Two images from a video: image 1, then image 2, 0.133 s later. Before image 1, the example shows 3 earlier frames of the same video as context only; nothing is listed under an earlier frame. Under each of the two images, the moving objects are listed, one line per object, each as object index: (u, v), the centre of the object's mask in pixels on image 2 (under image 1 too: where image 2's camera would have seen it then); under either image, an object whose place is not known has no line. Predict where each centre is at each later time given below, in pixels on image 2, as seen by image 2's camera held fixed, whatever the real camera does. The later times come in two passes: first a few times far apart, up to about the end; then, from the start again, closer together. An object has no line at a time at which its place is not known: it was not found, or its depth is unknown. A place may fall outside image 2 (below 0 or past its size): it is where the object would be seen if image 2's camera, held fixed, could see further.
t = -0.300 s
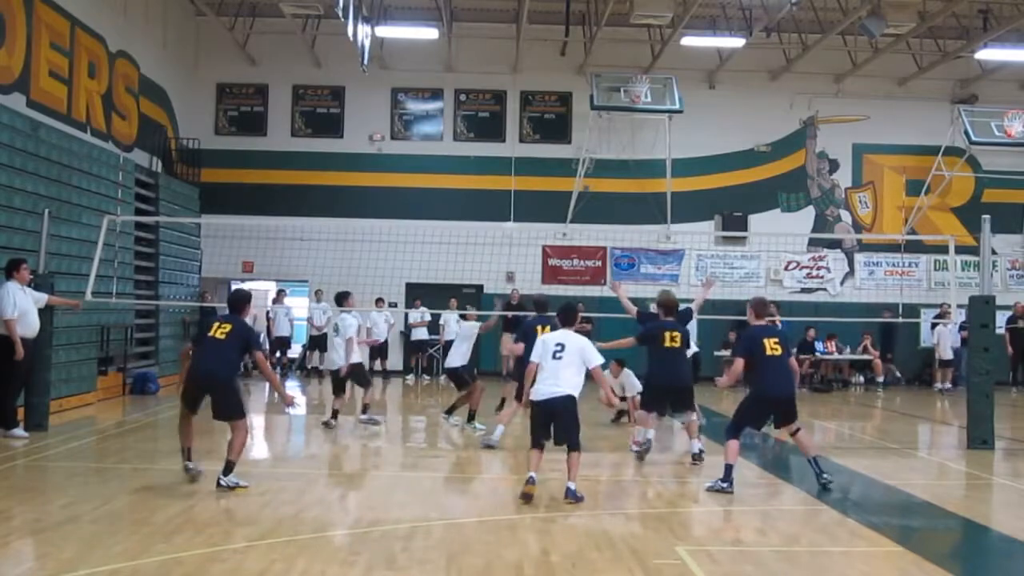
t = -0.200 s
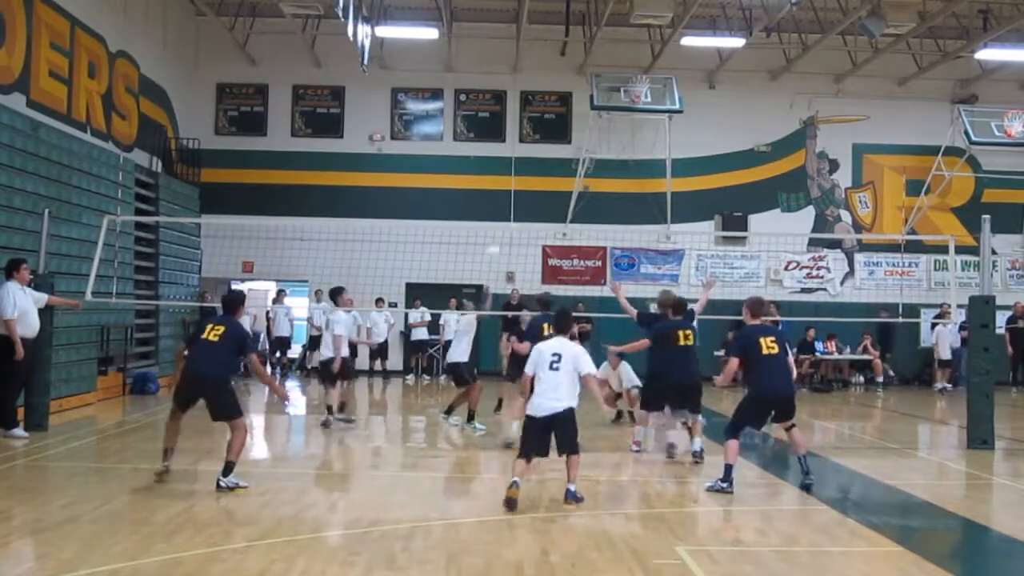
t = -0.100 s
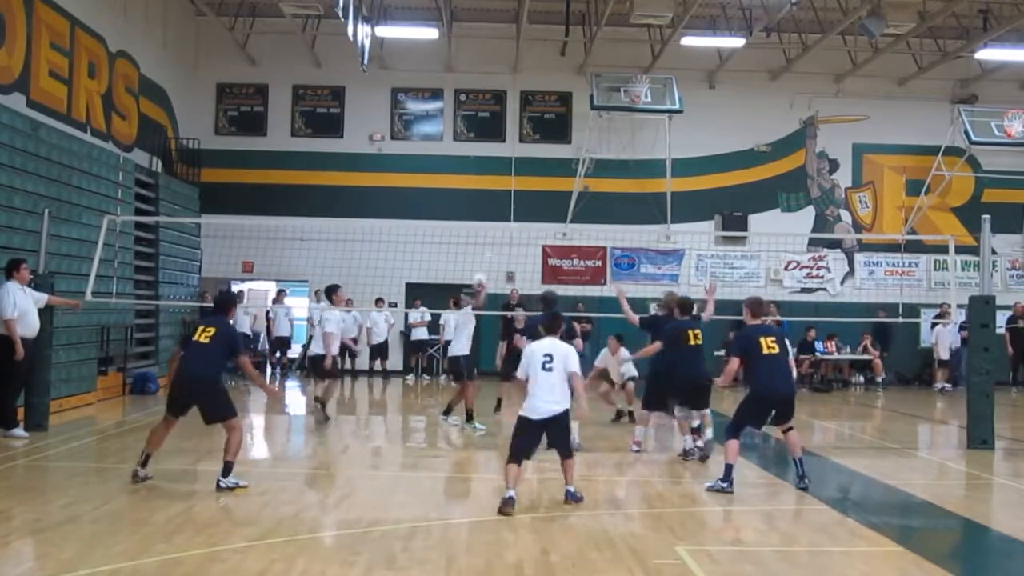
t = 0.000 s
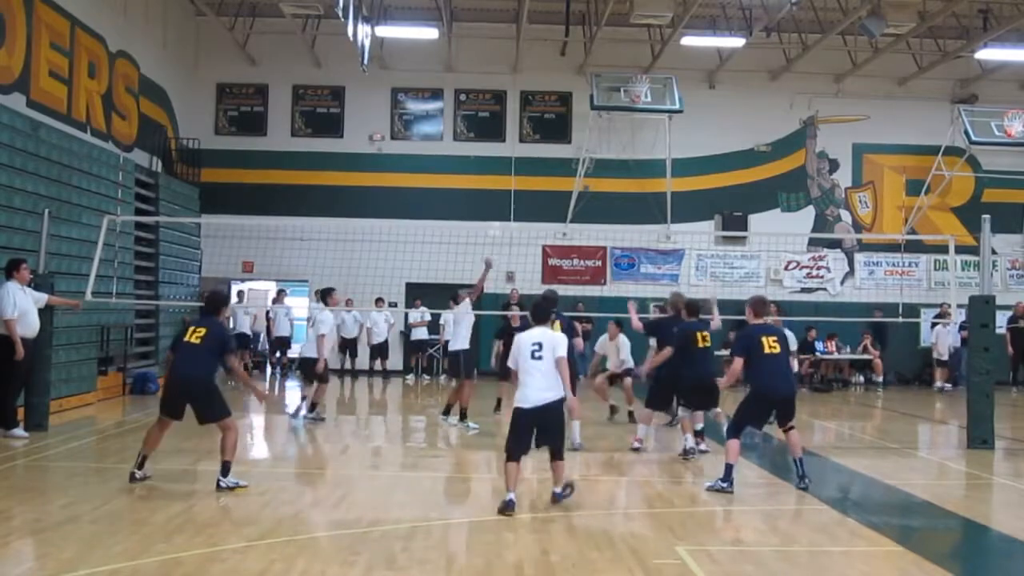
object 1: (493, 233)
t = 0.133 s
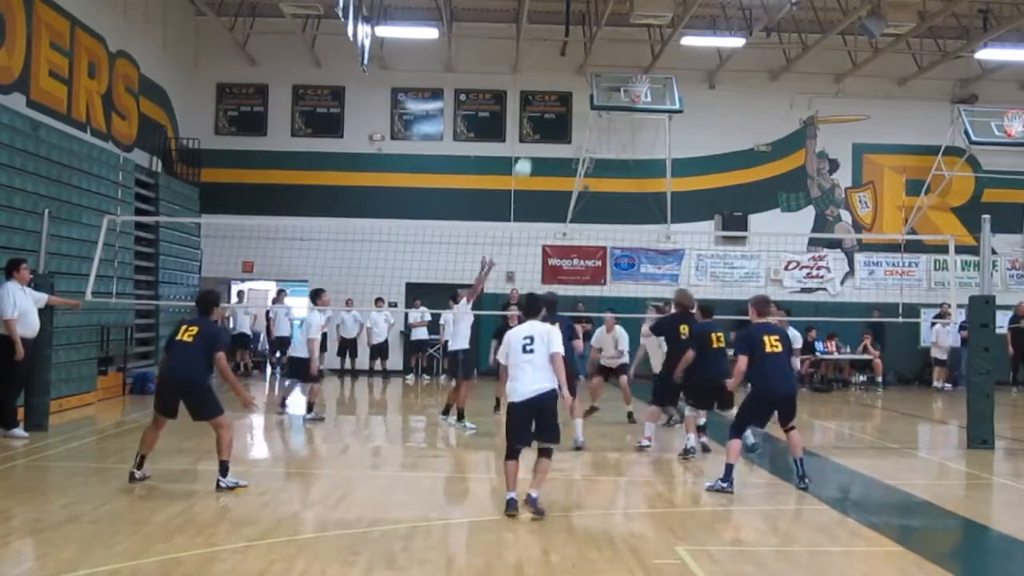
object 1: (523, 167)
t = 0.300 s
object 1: (556, 109)
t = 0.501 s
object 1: (596, 66)
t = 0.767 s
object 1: (646, 54)
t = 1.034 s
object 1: (695, 94)
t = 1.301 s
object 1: (742, 193)
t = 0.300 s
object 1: (556, 109)
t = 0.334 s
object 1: (562, 99)
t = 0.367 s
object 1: (570, 91)
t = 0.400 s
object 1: (577, 83)
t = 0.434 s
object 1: (582, 77)
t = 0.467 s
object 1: (590, 70)
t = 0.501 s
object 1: (596, 66)
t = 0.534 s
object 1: (602, 62)
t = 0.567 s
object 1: (609, 57)
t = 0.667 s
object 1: (627, 52)
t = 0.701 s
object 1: (633, 51)
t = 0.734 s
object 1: (640, 52)
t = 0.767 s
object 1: (646, 54)
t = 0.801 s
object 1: (652, 56)
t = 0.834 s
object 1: (658, 59)
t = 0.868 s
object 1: (664, 62)
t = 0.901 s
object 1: (672, 68)
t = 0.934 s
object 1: (677, 73)
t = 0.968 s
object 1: (683, 79)
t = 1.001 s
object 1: (689, 87)
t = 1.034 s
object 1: (695, 94)
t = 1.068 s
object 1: (701, 105)
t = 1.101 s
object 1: (707, 113)
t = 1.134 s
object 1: (713, 124)
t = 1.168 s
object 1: (720, 135)
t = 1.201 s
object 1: (725, 151)
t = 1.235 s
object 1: (730, 163)
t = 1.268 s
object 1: (736, 178)
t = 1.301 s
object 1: (742, 193)
